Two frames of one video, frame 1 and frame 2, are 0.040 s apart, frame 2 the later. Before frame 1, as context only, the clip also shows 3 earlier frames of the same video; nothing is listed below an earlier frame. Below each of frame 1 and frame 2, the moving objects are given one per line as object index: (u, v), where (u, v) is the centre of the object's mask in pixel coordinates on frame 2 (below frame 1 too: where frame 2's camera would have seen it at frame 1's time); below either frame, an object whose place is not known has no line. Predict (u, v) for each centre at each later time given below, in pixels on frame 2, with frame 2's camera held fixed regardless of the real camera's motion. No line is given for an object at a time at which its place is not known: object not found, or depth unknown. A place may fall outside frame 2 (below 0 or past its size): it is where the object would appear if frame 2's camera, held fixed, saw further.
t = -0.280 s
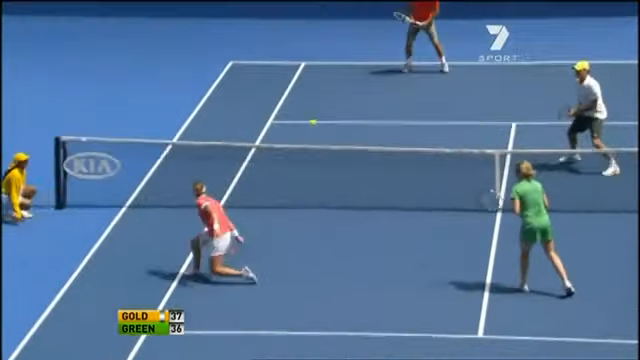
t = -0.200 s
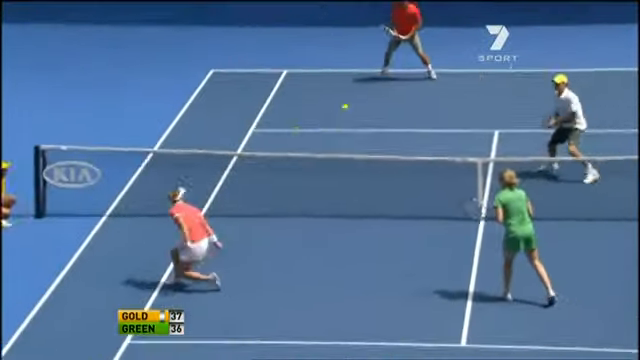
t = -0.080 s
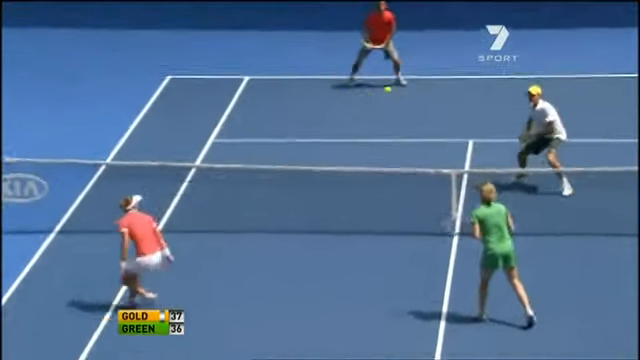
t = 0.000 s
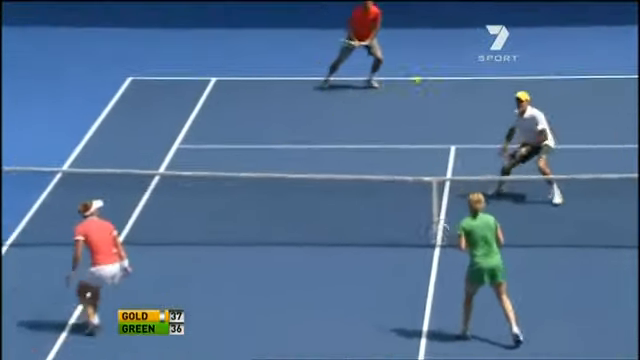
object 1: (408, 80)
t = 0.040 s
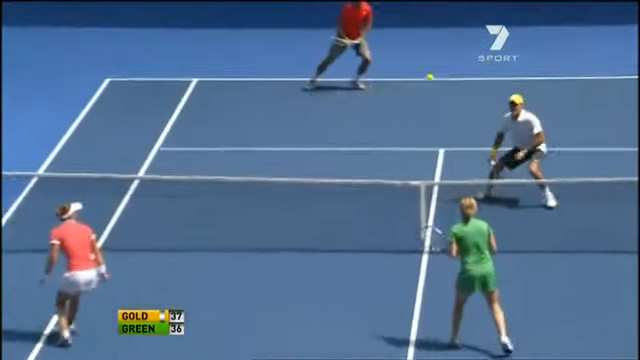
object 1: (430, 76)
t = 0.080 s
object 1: (451, 74)
